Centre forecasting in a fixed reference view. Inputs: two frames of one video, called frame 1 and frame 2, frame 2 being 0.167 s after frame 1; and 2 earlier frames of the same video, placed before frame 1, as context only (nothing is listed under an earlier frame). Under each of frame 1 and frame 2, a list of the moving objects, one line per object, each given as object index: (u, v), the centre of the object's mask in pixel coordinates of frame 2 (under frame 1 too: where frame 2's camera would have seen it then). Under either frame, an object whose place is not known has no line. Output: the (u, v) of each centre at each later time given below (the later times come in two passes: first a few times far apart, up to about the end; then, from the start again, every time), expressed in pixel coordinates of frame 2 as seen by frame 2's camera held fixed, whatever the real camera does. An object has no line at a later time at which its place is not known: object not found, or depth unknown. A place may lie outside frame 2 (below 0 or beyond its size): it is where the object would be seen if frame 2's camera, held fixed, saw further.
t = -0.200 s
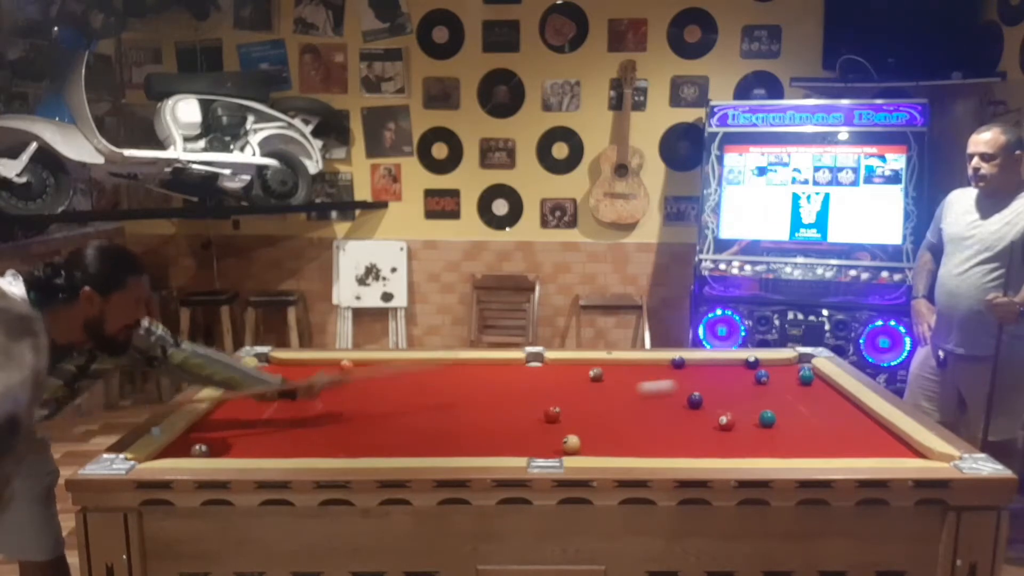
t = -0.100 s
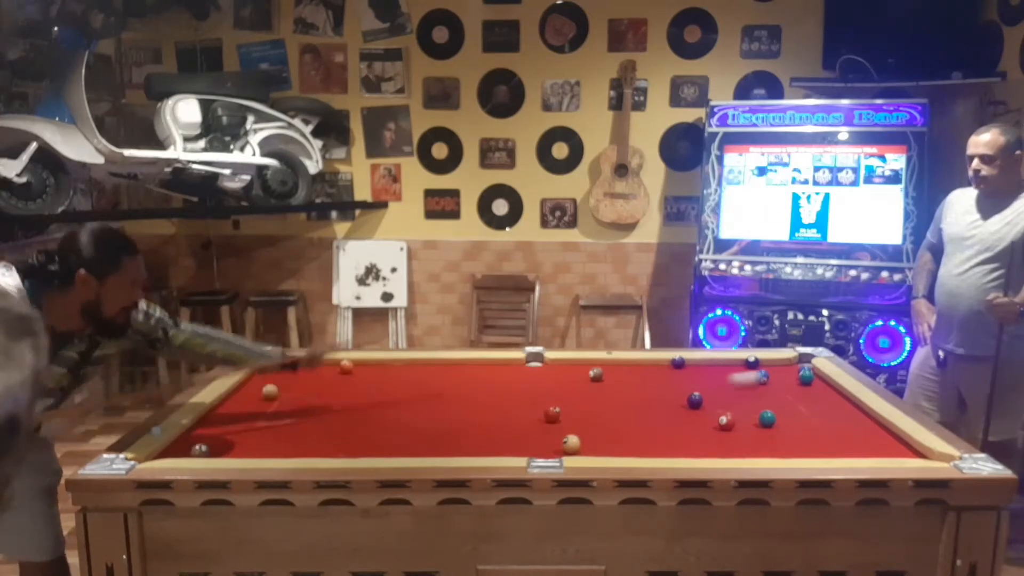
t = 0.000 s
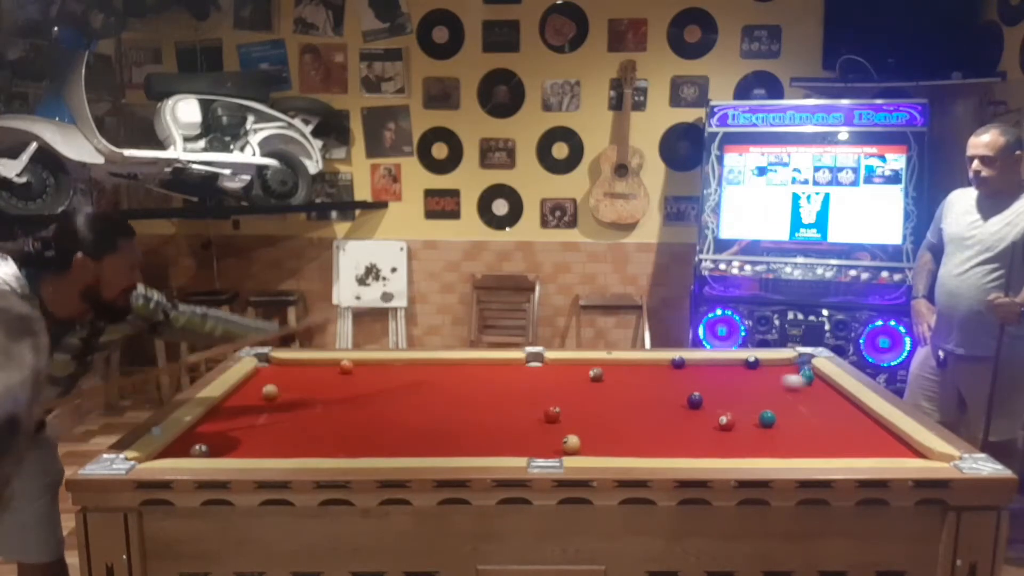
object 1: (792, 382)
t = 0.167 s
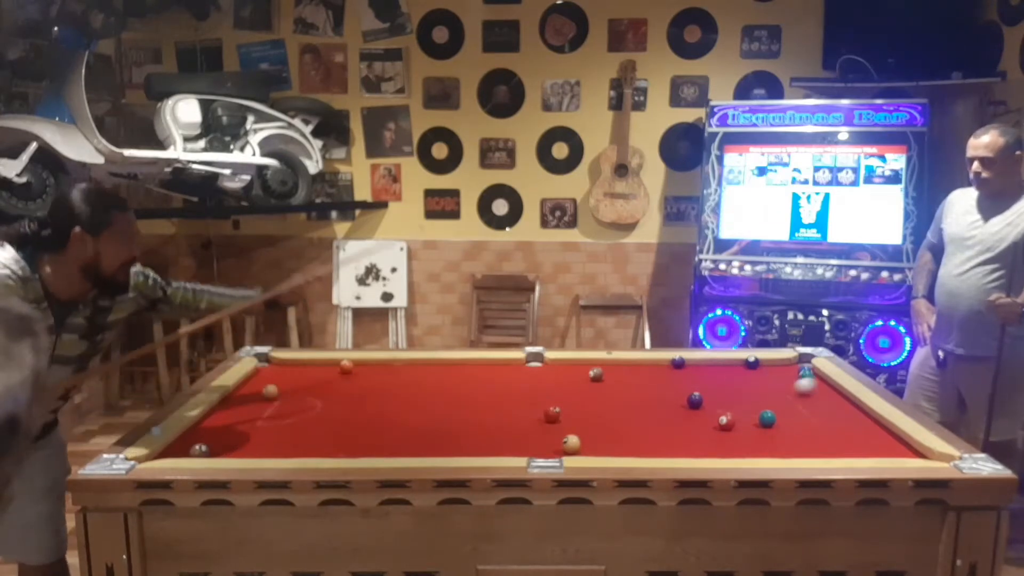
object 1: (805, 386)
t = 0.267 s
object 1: (775, 389)
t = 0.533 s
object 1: (703, 393)
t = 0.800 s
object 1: (649, 391)
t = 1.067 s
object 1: (600, 388)
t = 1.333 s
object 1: (555, 385)
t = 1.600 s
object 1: (512, 382)
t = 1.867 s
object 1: (472, 380)
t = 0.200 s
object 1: (794, 387)
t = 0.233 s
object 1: (785, 388)
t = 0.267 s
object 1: (775, 389)
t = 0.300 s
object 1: (766, 390)
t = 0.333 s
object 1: (757, 391)
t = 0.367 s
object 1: (748, 391)
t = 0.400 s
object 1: (738, 391)
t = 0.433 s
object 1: (729, 392)
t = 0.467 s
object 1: (720, 393)
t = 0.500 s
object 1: (711, 394)
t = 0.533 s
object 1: (703, 393)
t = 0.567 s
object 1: (696, 392)
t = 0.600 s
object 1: (688, 392)
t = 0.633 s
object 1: (681, 392)
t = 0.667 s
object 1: (675, 392)
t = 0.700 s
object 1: (668, 392)
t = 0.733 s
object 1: (662, 392)
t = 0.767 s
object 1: (656, 391)
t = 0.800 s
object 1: (649, 391)
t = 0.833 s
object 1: (643, 391)
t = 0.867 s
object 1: (637, 390)
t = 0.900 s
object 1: (630, 390)
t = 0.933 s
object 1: (624, 389)
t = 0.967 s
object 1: (618, 389)
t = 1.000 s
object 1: (612, 389)
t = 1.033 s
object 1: (606, 389)
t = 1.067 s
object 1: (600, 388)
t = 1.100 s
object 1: (594, 388)
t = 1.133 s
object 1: (588, 388)
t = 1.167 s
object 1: (583, 387)
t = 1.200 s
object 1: (577, 387)
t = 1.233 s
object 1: (571, 386)
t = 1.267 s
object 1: (566, 386)
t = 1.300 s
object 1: (560, 385)
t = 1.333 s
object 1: (555, 385)
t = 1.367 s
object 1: (549, 385)
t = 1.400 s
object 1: (544, 384)
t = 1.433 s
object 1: (538, 384)
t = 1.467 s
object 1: (533, 384)
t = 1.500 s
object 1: (528, 383)
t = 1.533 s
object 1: (522, 383)
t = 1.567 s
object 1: (517, 383)
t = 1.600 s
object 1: (512, 382)
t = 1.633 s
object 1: (507, 382)
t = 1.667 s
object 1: (502, 382)
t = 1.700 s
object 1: (497, 381)
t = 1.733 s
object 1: (492, 381)
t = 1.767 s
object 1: (487, 381)
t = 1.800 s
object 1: (482, 380)
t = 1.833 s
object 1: (477, 380)
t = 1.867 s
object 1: (472, 380)
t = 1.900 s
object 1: (468, 380)
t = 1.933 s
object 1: (463, 379)
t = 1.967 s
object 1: (458, 379)
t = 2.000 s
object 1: (454, 379)
